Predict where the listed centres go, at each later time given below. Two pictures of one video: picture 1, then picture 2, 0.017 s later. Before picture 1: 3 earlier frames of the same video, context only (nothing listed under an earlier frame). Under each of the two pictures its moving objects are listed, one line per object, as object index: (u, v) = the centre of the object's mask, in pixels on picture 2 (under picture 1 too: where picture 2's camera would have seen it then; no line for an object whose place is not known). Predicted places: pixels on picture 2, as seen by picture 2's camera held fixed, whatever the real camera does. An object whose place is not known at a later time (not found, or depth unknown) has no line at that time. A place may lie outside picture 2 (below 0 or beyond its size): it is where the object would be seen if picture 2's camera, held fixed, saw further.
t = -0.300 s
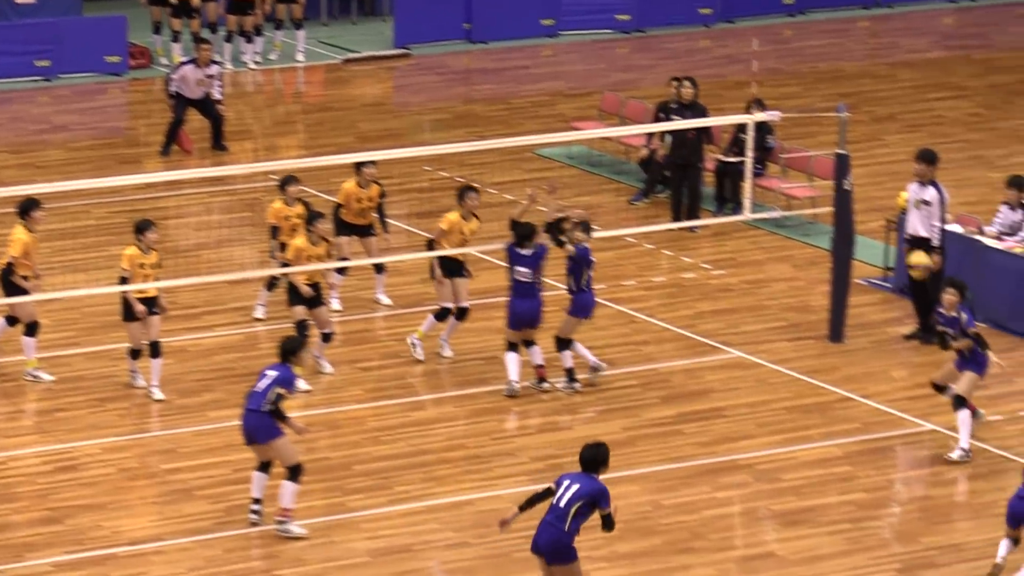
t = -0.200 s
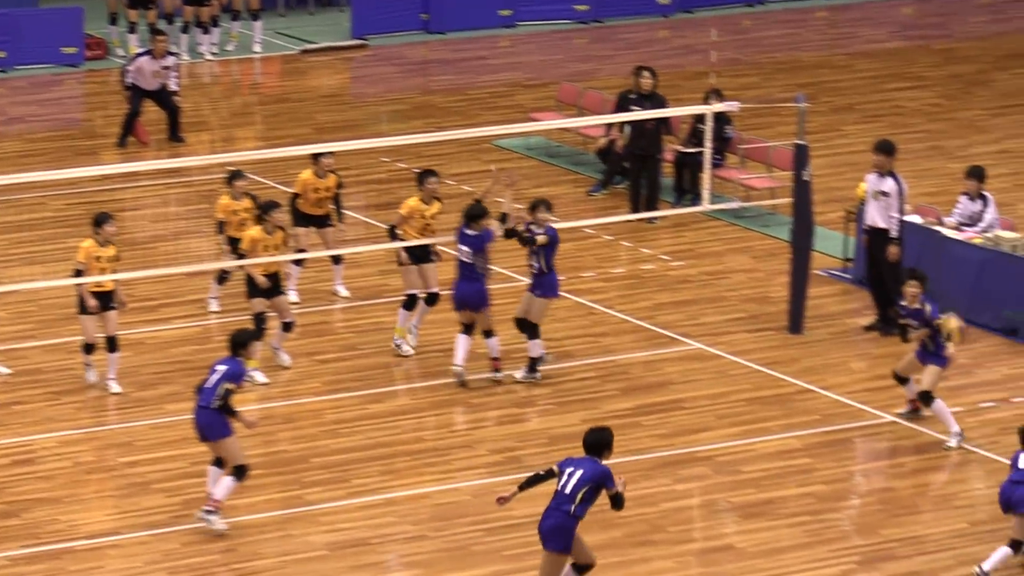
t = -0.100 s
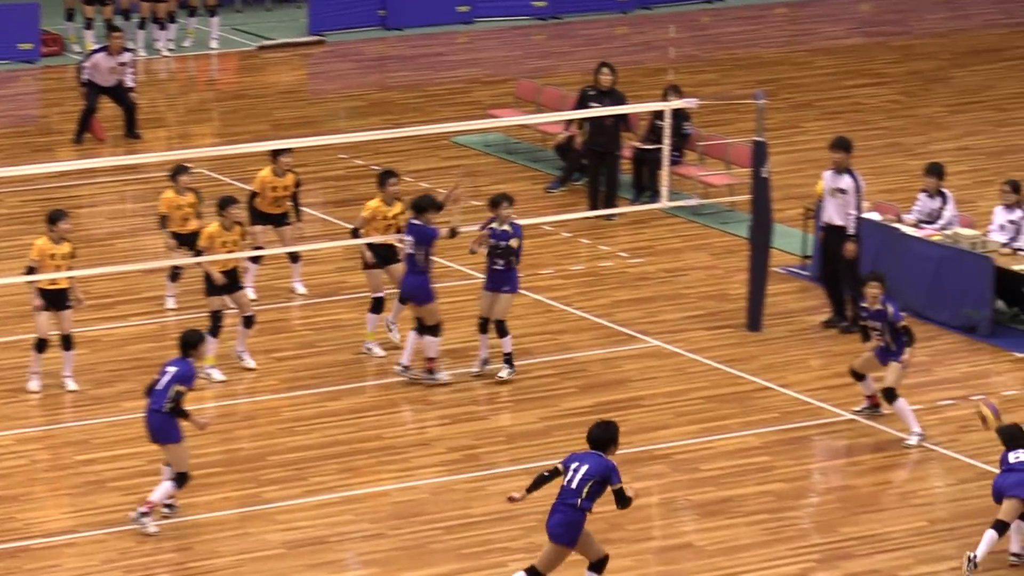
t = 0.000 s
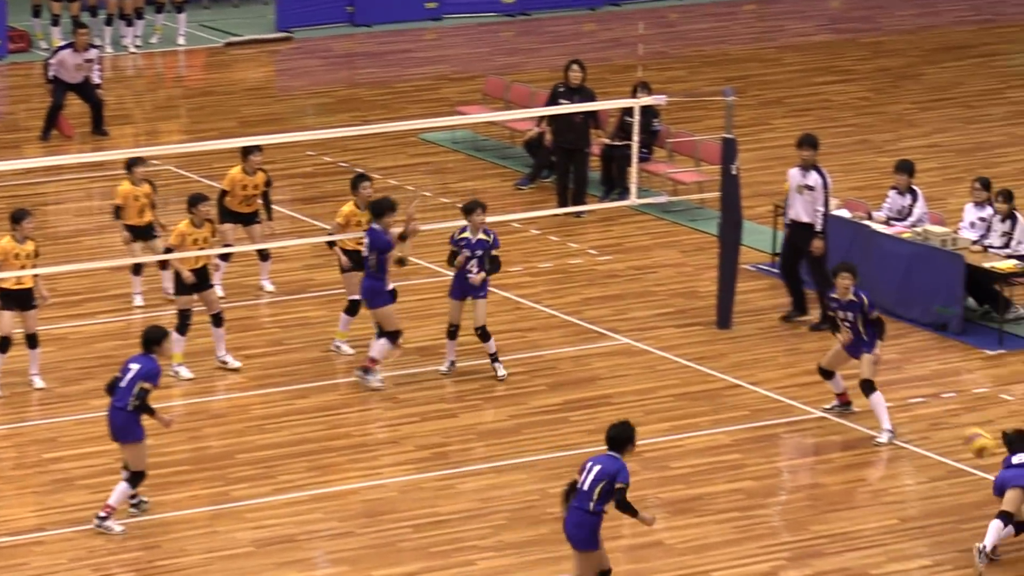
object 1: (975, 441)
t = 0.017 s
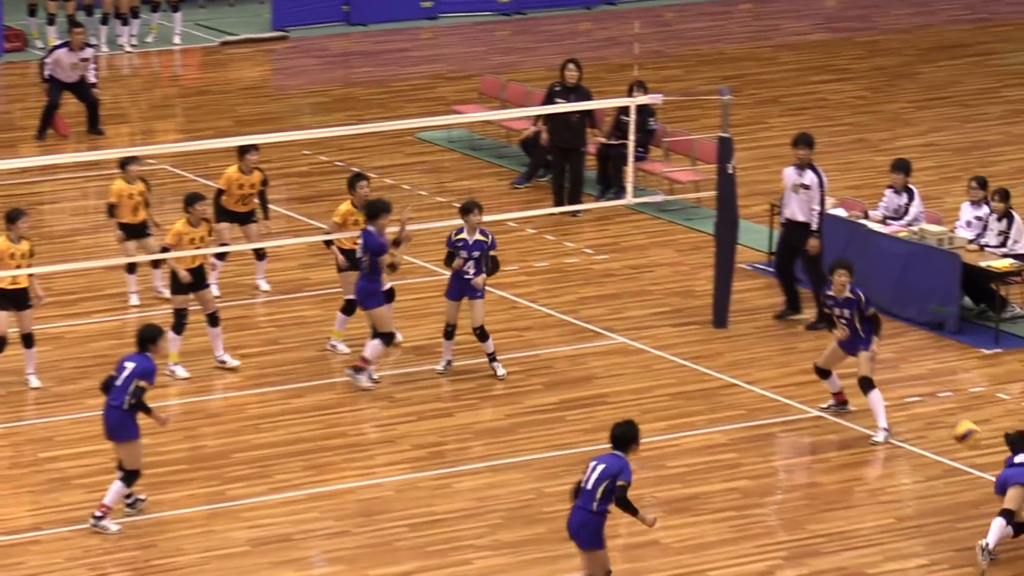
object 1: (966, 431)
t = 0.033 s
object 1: (956, 424)
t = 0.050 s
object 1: (945, 415)
